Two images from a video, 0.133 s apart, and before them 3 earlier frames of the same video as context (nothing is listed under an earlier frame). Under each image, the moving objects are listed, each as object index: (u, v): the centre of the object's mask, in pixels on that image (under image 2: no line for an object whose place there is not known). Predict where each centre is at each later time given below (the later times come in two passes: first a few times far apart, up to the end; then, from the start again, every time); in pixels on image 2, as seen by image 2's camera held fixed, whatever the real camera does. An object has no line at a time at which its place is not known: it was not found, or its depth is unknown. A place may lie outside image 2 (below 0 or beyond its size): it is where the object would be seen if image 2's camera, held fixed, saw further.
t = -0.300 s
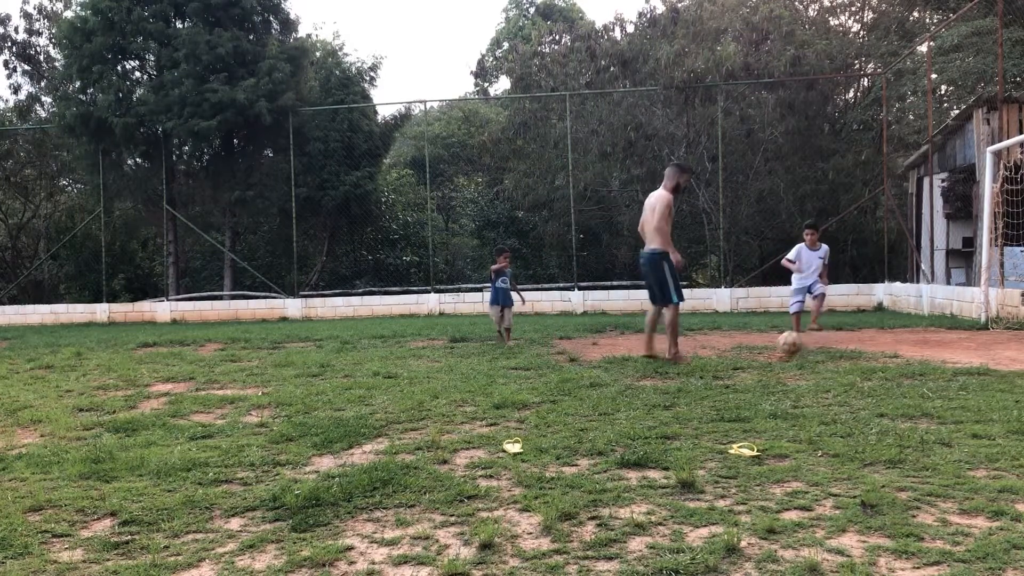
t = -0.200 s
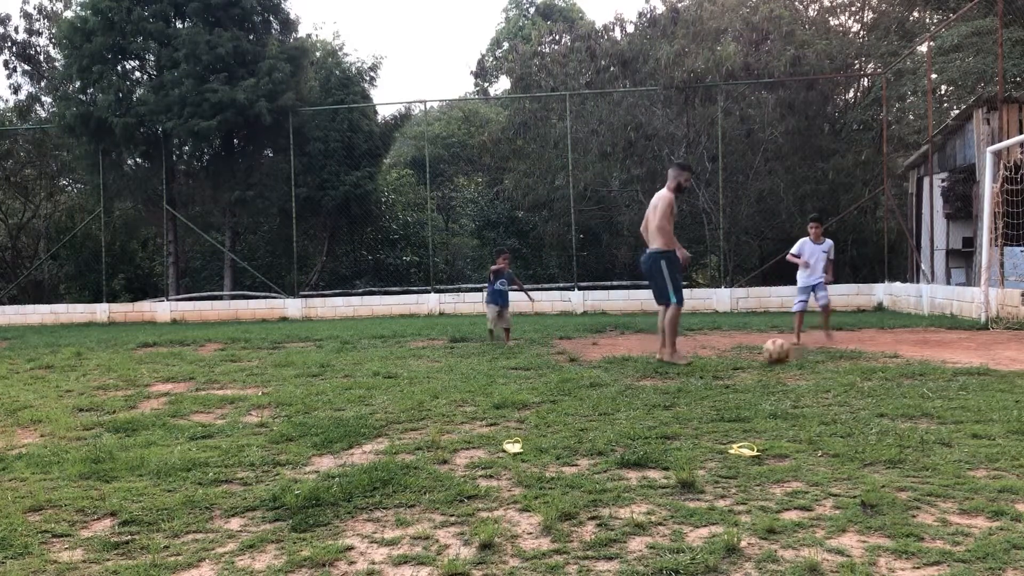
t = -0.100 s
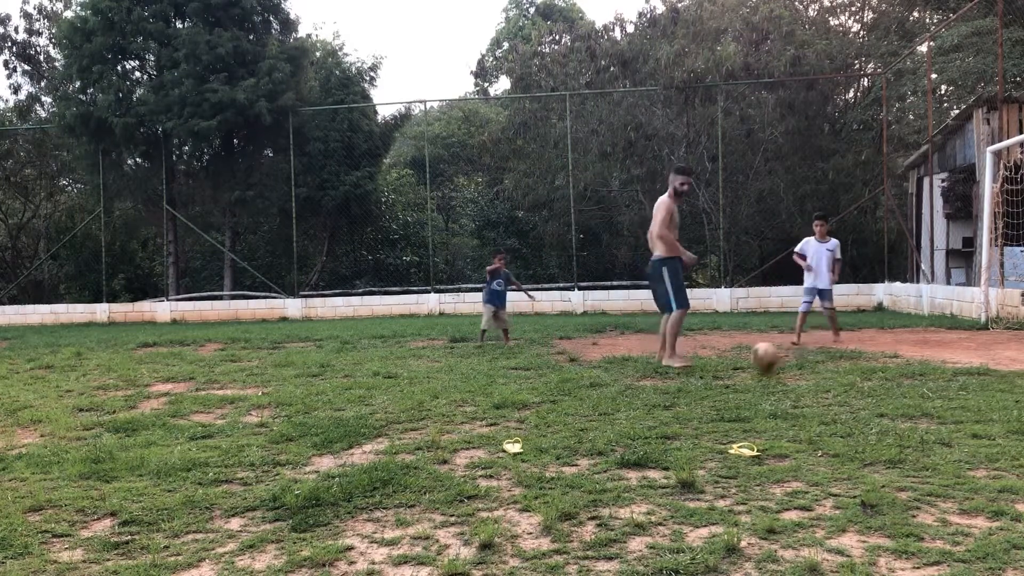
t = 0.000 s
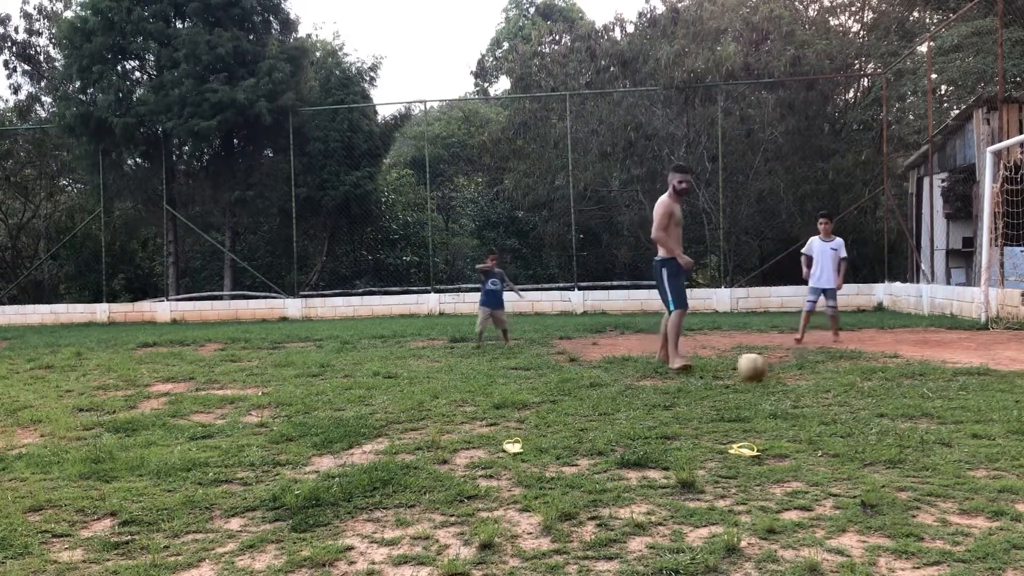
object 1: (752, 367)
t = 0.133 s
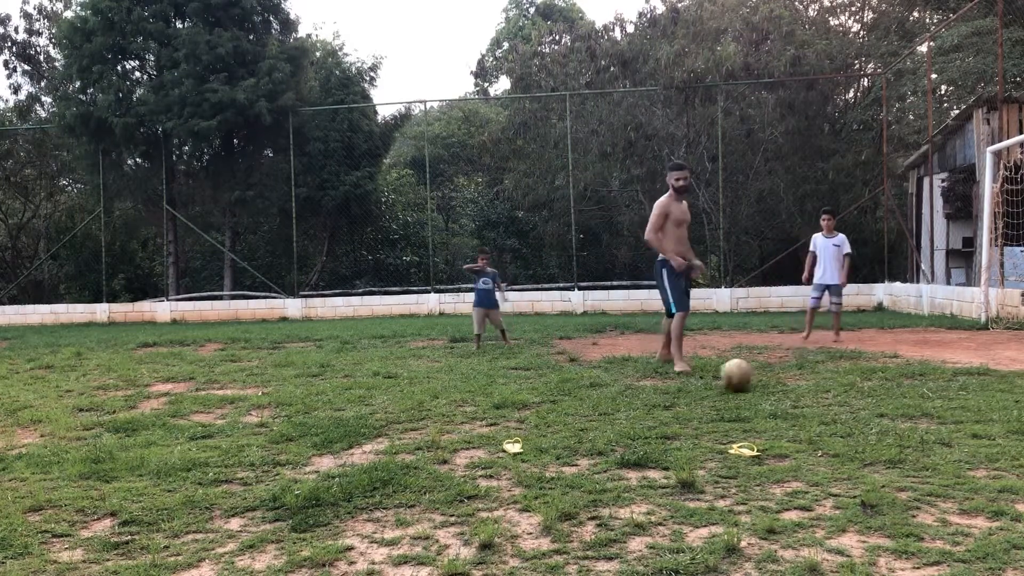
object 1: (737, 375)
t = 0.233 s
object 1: (724, 383)
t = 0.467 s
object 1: (692, 400)
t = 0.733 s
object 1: (648, 420)
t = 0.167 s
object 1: (733, 378)
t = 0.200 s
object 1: (729, 381)
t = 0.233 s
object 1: (724, 383)
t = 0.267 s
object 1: (721, 384)
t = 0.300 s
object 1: (716, 384)
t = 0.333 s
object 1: (711, 388)
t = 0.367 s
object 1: (707, 392)
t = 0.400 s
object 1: (702, 397)
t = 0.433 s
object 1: (697, 398)
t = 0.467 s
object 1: (692, 400)
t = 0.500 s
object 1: (686, 404)
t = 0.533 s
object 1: (681, 410)
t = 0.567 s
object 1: (676, 411)
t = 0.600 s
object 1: (671, 413)
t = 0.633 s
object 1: (665, 418)
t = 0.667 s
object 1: (660, 421)
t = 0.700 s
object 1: (654, 422)
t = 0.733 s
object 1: (648, 420)
